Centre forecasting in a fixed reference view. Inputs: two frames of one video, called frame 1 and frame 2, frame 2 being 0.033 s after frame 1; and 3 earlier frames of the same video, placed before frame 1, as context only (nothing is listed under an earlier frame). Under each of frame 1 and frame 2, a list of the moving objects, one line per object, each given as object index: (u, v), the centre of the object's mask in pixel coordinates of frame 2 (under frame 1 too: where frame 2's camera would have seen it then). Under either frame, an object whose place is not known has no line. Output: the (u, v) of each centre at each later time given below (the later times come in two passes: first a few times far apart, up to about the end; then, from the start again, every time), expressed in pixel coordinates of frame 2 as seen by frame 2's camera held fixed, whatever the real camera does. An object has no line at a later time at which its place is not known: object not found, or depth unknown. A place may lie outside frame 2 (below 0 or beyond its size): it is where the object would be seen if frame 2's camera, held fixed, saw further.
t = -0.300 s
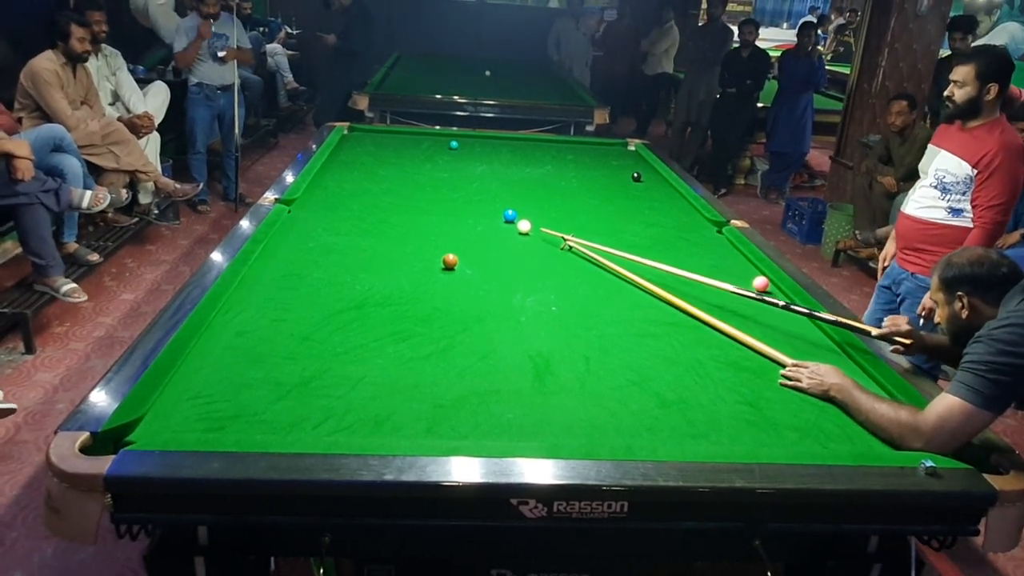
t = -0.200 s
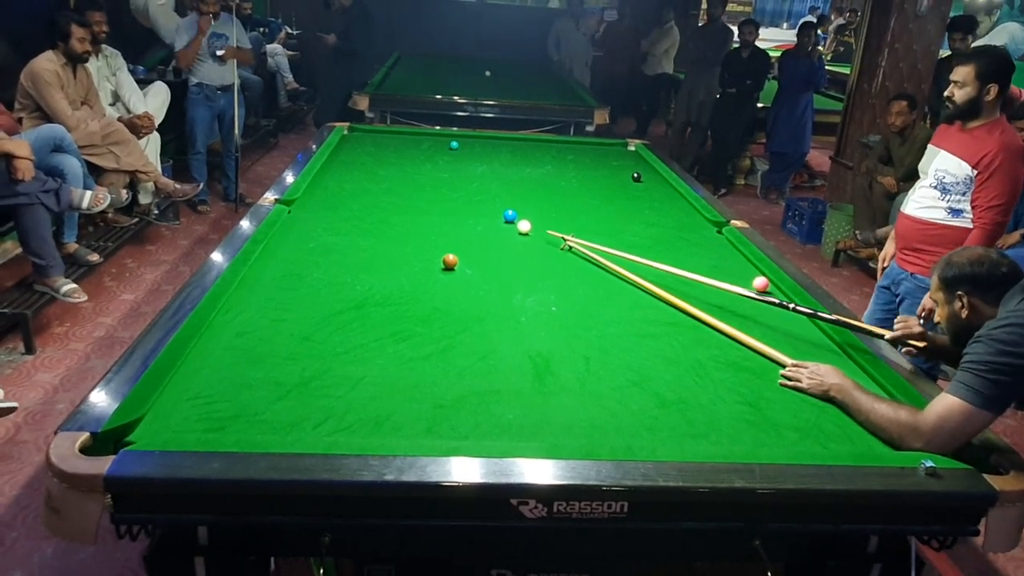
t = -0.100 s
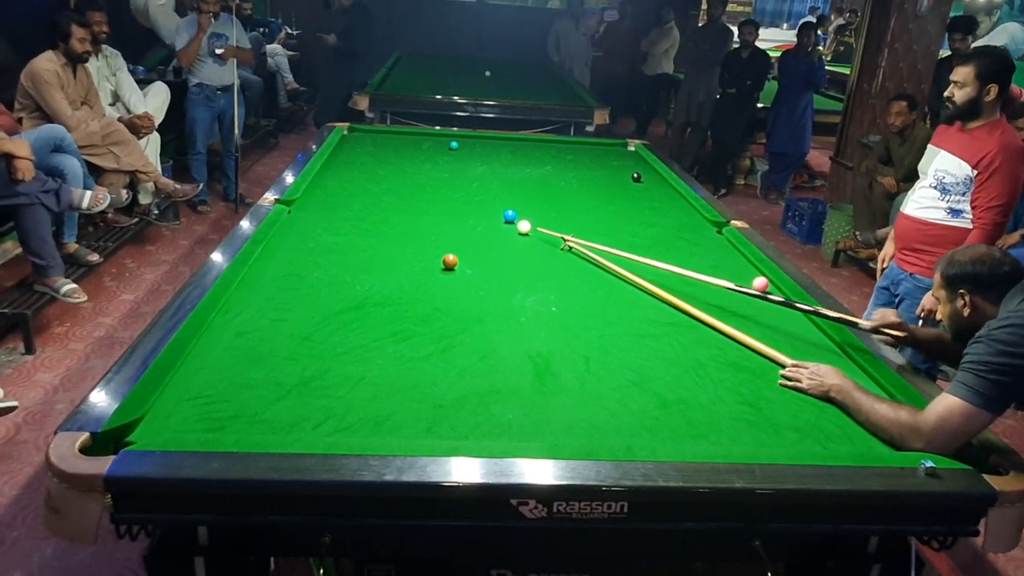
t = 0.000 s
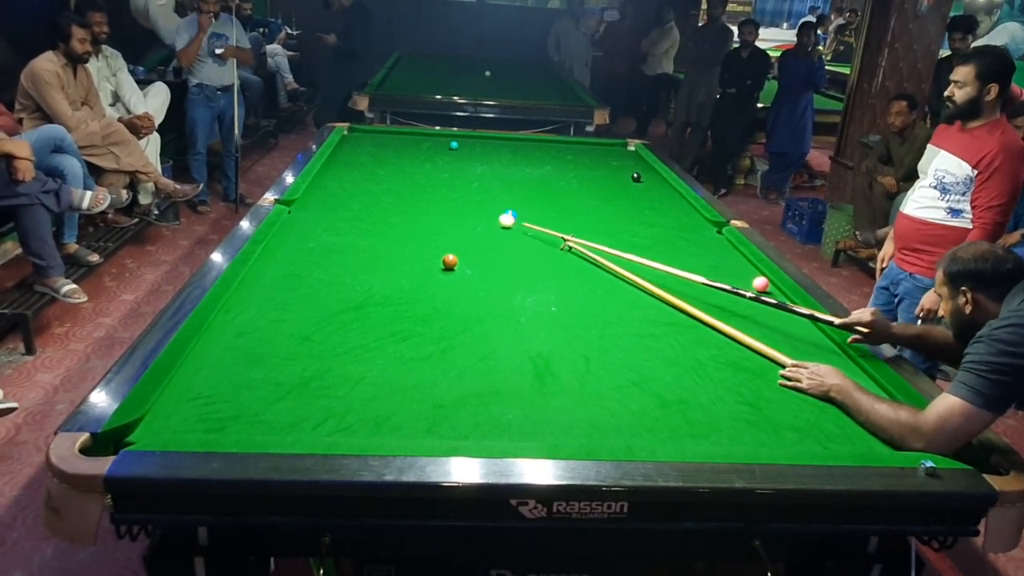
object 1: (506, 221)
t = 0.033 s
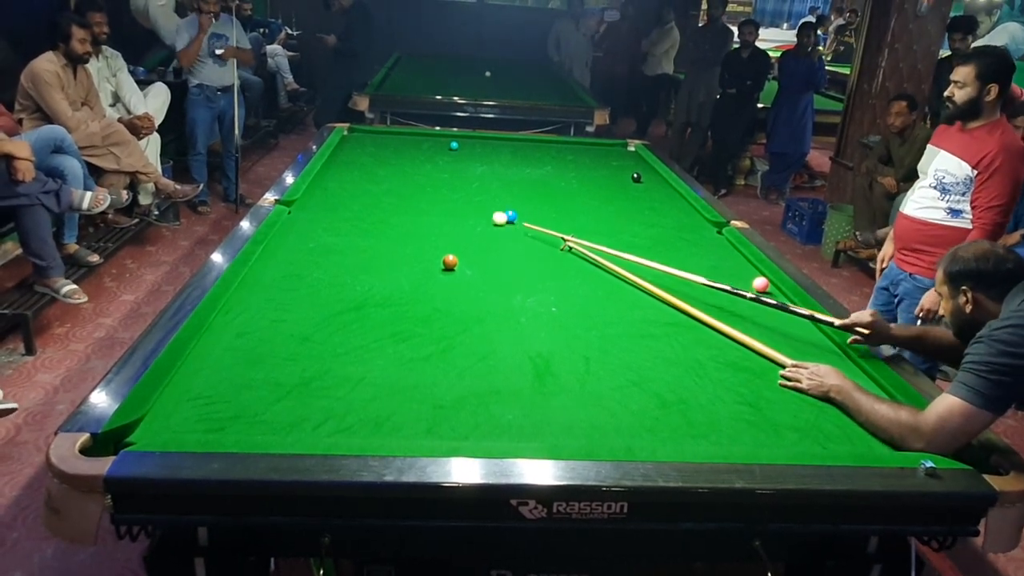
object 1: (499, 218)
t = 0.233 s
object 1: (464, 205)
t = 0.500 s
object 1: (423, 189)
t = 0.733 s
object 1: (391, 177)
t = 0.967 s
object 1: (364, 166)
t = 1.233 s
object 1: (335, 155)
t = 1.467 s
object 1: (356, 149)
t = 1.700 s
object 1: (375, 143)
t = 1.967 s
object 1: (396, 138)
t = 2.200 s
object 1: (412, 133)
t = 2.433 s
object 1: (428, 137)
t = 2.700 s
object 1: (446, 142)
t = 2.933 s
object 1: (461, 144)
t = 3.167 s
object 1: (476, 146)
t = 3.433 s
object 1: (489, 148)
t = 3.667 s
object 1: (501, 150)
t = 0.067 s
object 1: (493, 216)
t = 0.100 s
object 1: (487, 213)
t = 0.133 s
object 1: (481, 211)
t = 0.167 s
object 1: (475, 209)
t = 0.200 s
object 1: (470, 207)
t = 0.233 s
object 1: (464, 205)
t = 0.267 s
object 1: (459, 203)
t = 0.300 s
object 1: (453, 201)
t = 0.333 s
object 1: (448, 199)
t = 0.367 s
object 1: (443, 197)
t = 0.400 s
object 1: (438, 195)
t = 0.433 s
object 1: (433, 193)
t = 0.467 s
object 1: (428, 191)
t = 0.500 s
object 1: (423, 189)
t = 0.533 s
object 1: (418, 187)
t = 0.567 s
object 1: (413, 186)
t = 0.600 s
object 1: (409, 184)
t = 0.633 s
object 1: (404, 182)
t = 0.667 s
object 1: (400, 180)
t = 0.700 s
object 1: (396, 179)
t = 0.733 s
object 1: (391, 177)
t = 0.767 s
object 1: (387, 175)
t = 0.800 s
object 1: (383, 174)
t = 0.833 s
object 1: (379, 172)
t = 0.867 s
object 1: (375, 171)
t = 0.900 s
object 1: (371, 169)
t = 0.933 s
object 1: (367, 168)
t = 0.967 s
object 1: (364, 166)
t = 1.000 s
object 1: (360, 165)
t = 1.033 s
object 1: (356, 164)
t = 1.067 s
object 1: (352, 162)
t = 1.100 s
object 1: (348, 161)
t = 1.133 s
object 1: (345, 159)
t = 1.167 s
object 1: (341, 158)
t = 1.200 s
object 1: (338, 157)
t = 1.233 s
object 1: (335, 155)
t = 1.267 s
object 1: (336, 154)
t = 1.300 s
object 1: (340, 154)
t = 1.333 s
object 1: (343, 153)
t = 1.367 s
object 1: (347, 152)
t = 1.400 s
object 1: (350, 151)
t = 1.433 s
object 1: (353, 150)
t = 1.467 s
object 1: (356, 149)
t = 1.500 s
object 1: (359, 148)
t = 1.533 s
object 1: (362, 147)
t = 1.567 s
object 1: (364, 146)
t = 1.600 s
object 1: (367, 146)
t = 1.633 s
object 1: (370, 145)
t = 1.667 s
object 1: (373, 144)
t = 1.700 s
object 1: (375, 143)
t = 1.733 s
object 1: (378, 143)
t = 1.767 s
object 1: (381, 142)
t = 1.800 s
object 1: (383, 141)
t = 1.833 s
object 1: (386, 140)
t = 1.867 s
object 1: (388, 140)
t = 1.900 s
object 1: (391, 139)
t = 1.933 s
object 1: (393, 138)
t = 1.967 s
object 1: (396, 138)
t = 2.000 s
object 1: (398, 137)
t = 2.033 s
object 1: (400, 136)
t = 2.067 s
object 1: (403, 135)
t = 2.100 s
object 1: (405, 135)
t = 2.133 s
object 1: (407, 134)
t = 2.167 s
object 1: (410, 134)
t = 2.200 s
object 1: (412, 133)
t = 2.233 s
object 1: (414, 133)
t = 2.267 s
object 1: (416, 134)
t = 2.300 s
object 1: (418, 135)
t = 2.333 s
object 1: (421, 135)
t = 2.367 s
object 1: (423, 136)
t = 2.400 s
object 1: (426, 137)
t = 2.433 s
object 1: (428, 137)
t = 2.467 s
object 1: (430, 138)
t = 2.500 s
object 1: (432, 138)
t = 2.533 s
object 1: (434, 139)
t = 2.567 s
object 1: (437, 139)
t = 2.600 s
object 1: (439, 140)
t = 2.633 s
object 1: (441, 140)
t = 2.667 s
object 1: (444, 141)
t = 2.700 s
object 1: (446, 142)
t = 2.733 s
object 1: (447, 142)
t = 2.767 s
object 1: (449, 142)
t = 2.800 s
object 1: (451, 142)
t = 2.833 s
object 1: (455, 142)
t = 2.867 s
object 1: (458, 143)
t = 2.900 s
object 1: (460, 144)
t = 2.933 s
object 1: (461, 144)
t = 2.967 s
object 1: (463, 144)
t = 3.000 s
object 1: (465, 145)
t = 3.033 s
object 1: (467, 145)
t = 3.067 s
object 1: (469, 145)
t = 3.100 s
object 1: (471, 146)
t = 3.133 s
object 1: (473, 146)
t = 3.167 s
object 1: (476, 146)
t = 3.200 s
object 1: (477, 146)
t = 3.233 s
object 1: (479, 146)
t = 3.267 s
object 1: (481, 147)
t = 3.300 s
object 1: (482, 147)
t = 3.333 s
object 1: (484, 147)
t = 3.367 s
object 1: (486, 147)
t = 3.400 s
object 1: (488, 148)
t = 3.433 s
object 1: (489, 148)
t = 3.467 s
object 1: (491, 148)
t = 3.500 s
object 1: (493, 149)
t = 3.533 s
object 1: (494, 149)
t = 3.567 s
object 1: (496, 149)
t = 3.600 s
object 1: (498, 150)
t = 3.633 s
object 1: (500, 150)
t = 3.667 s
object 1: (501, 150)
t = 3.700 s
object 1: (503, 150)
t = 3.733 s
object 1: (504, 150)
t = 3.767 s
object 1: (506, 151)
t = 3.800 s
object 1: (507, 151)
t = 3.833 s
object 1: (509, 151)
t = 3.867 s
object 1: (510, 151)
